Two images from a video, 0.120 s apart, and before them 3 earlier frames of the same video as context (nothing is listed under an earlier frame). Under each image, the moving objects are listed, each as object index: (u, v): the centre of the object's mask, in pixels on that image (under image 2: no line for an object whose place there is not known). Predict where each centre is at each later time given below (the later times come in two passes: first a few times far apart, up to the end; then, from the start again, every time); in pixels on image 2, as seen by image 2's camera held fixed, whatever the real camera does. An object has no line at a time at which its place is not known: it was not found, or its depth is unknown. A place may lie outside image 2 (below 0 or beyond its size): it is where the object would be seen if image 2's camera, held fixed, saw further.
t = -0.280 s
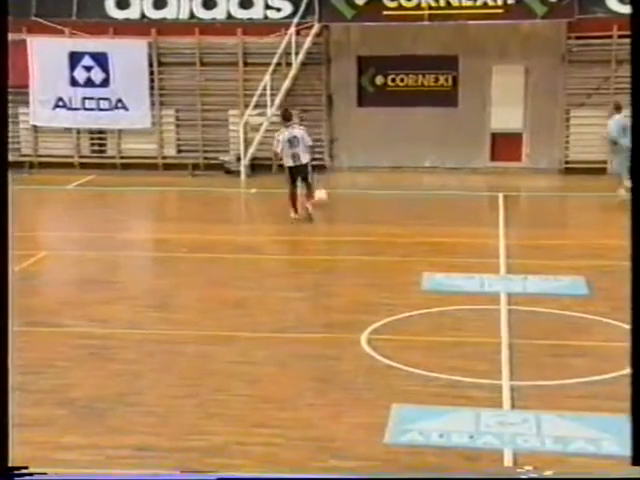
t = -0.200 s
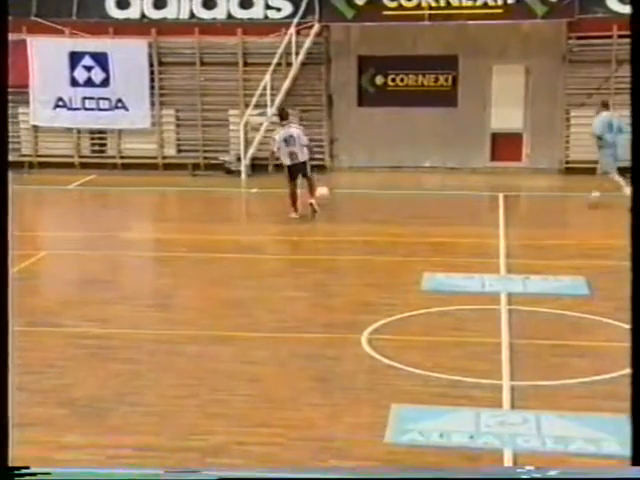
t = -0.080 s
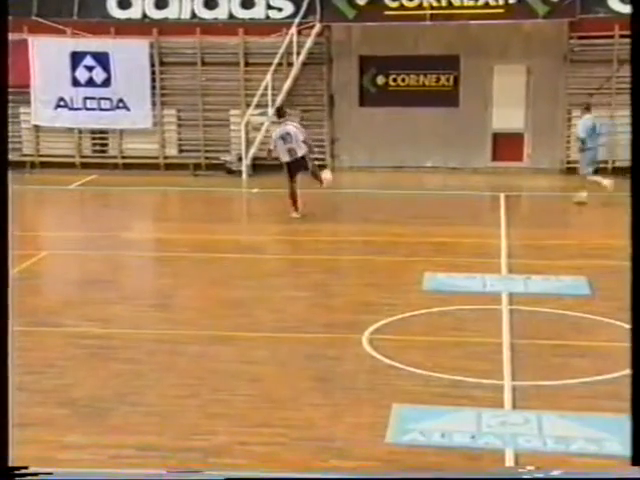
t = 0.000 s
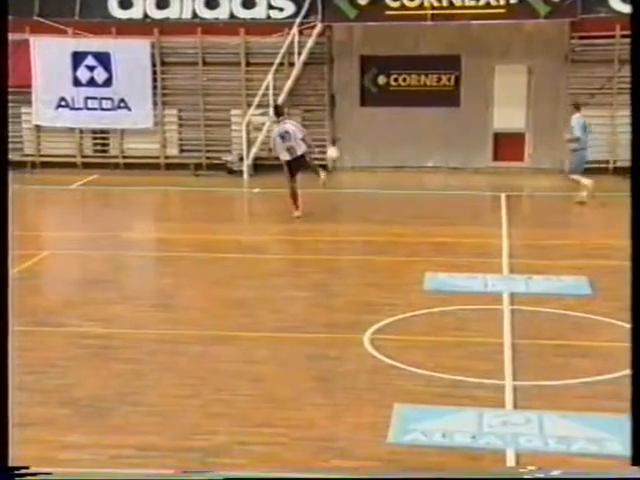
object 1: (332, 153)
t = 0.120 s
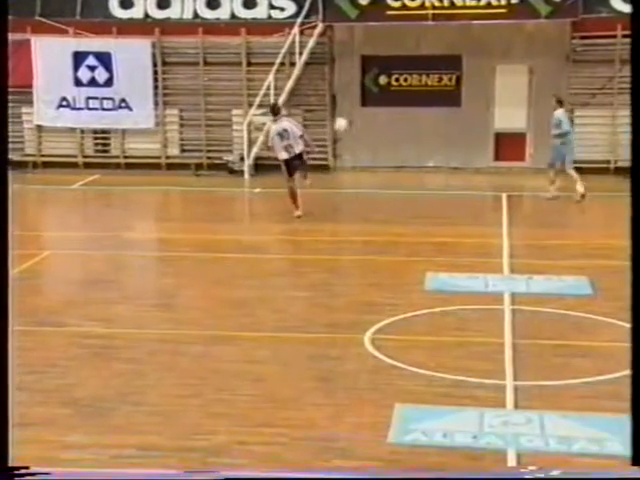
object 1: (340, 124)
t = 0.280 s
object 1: (351, 100)
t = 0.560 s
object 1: (367, 93)
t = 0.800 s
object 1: (380, 121)
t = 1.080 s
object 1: (394, 173)
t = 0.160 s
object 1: (343, 116)
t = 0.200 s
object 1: (346, 109)
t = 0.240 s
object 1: (349, 104)
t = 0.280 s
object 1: (351, 100)
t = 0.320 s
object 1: (353, 96)
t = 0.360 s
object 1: (355, 93)
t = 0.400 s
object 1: (358, 91)
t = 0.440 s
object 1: (360, 91)
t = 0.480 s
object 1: (362, 91)
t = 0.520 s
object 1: (364, 92)
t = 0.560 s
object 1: (367, 93)
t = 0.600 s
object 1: (369, 96)
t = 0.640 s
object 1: (372, 99)
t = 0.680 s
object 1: (374, 103)
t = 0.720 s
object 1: (376, 108)
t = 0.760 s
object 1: (378, 114)
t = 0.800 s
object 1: (380, 121)
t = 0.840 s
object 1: (382, 128)
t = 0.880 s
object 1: (384, 136)
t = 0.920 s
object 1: (387, 145)
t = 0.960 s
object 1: (388, 154)
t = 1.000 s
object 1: (391, 166)
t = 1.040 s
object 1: (392, 176)
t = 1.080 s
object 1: (394, 173)
